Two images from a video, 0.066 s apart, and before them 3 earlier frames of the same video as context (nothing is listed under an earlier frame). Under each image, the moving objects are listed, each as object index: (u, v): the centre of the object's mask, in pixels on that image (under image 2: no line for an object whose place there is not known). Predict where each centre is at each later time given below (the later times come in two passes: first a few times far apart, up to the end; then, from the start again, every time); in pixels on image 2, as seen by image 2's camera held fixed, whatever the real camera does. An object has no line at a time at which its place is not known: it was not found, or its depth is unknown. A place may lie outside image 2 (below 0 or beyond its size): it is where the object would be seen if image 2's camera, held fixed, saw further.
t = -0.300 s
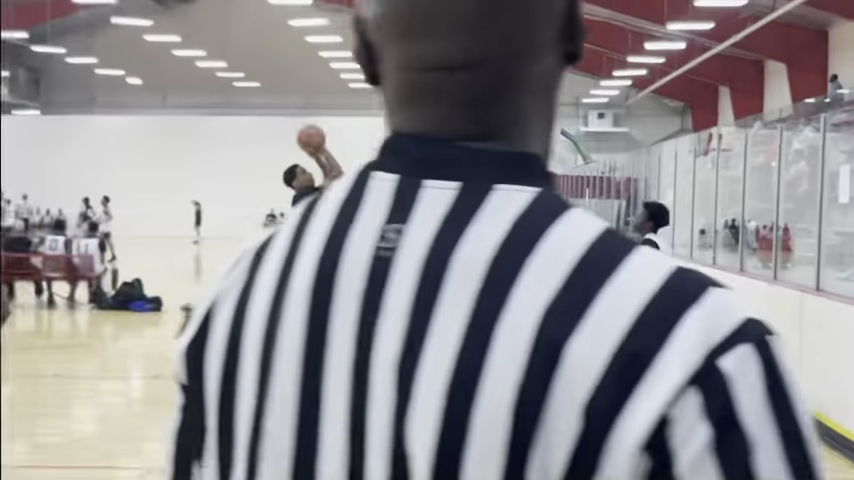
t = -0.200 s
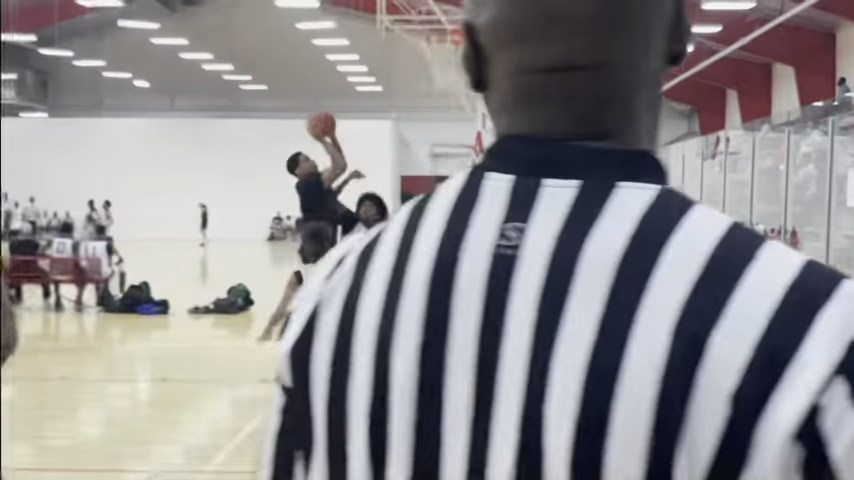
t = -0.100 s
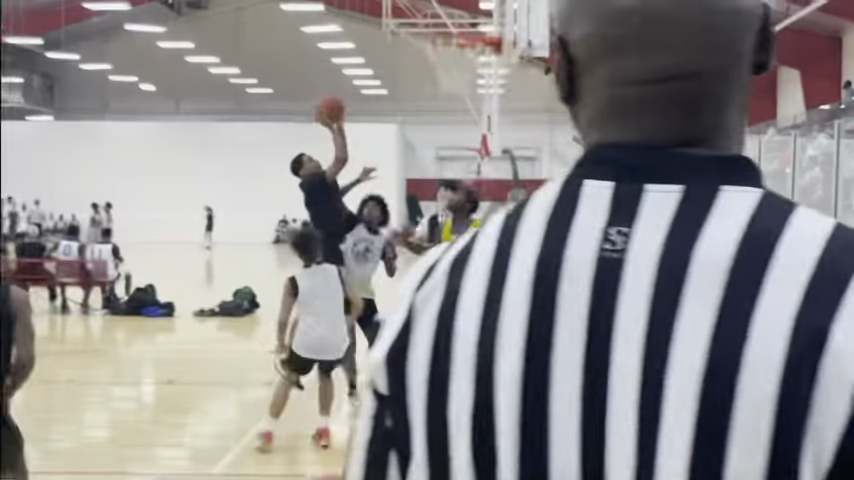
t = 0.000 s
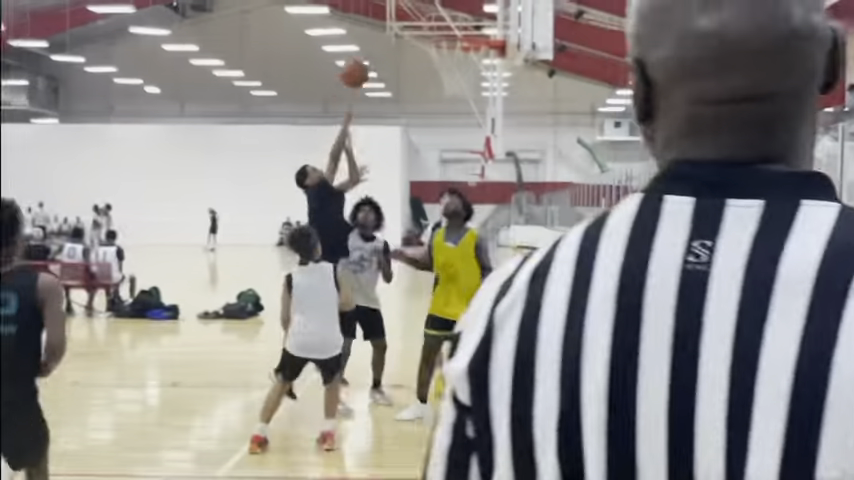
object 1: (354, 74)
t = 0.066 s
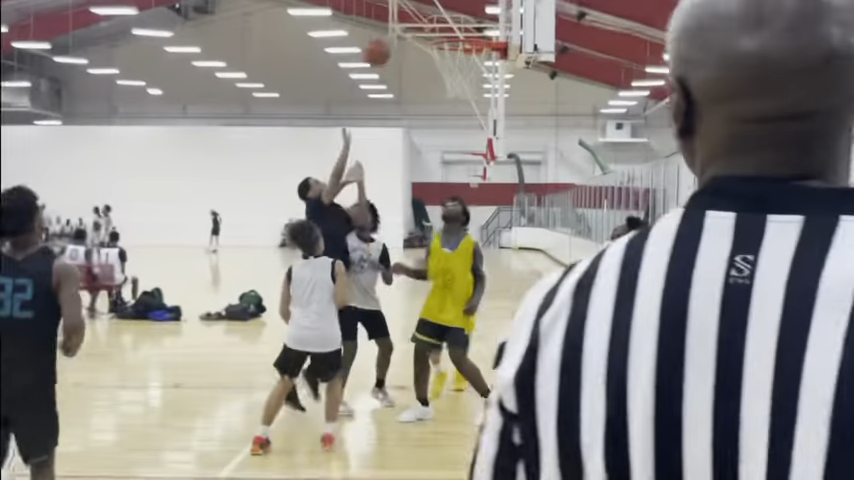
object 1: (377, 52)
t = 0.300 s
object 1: (439, 14)
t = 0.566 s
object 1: (482, 12)
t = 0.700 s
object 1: (483, 6)
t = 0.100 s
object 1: (384, 45)
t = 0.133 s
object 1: (393, 35)
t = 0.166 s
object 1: (402, 28)
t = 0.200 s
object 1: (410, 25)
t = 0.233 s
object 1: (420, 20)
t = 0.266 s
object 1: (430, 16)
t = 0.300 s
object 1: (439, 14)
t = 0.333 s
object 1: (448, 16)
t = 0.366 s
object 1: (457, 18)
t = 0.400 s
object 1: (466, 21)
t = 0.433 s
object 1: (475, 25)
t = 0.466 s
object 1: (483, 28)
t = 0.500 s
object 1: (484, 25)
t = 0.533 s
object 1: (483, 17)
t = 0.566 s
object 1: (482, 12)
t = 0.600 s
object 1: (483, 7)
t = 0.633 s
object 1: (483, 6)
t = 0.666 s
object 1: (483, 6)
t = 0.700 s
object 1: (483, 6)
